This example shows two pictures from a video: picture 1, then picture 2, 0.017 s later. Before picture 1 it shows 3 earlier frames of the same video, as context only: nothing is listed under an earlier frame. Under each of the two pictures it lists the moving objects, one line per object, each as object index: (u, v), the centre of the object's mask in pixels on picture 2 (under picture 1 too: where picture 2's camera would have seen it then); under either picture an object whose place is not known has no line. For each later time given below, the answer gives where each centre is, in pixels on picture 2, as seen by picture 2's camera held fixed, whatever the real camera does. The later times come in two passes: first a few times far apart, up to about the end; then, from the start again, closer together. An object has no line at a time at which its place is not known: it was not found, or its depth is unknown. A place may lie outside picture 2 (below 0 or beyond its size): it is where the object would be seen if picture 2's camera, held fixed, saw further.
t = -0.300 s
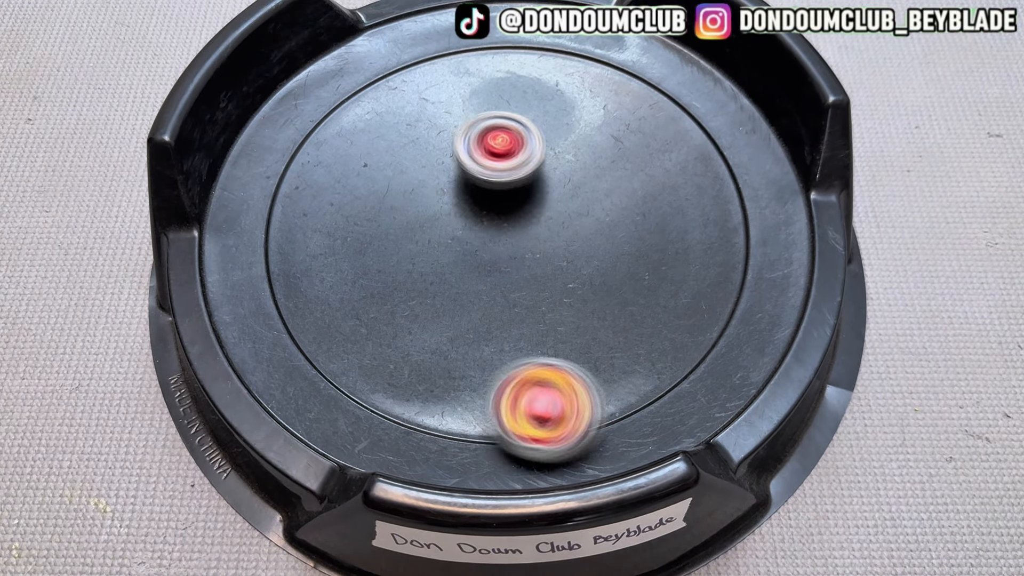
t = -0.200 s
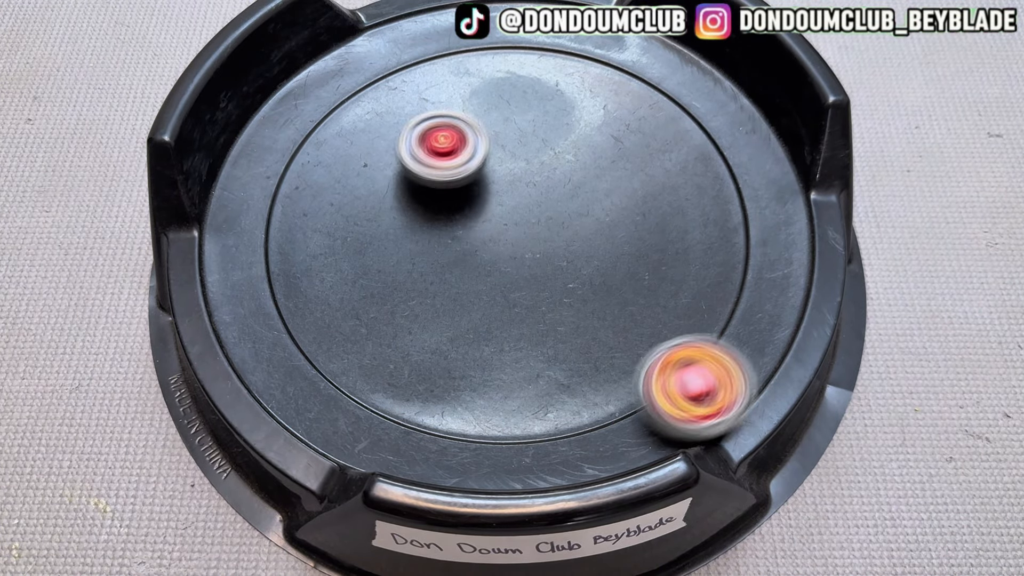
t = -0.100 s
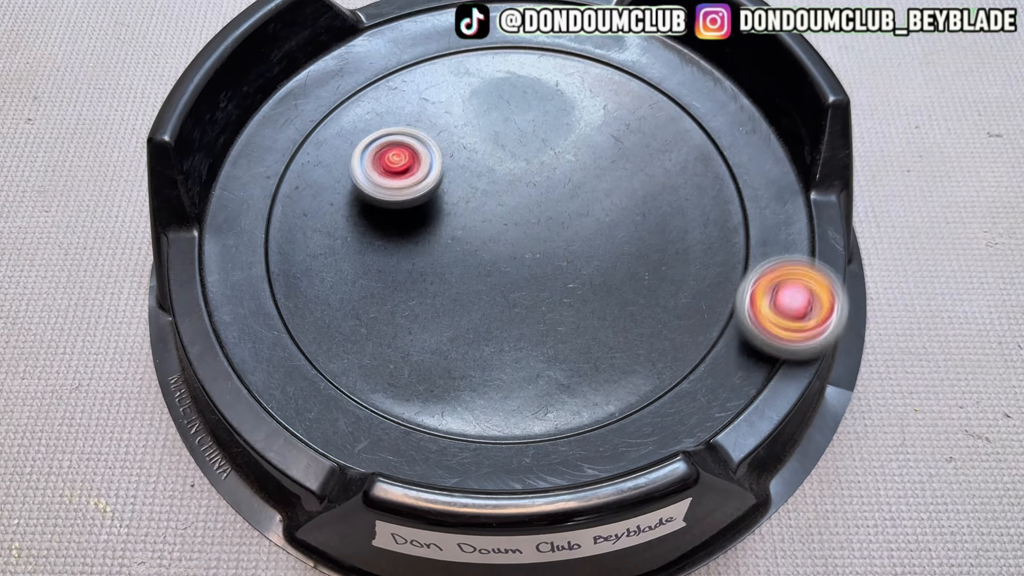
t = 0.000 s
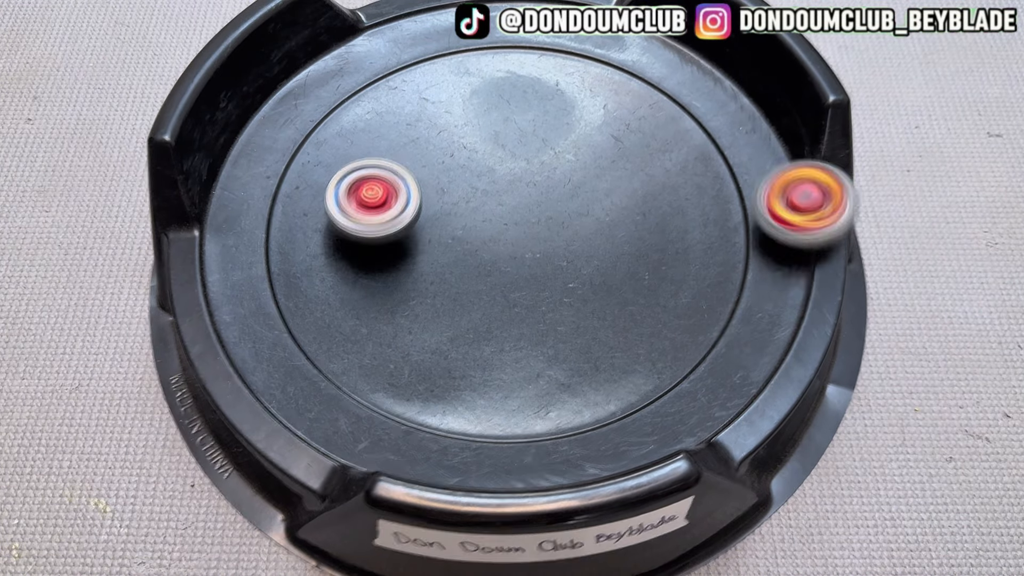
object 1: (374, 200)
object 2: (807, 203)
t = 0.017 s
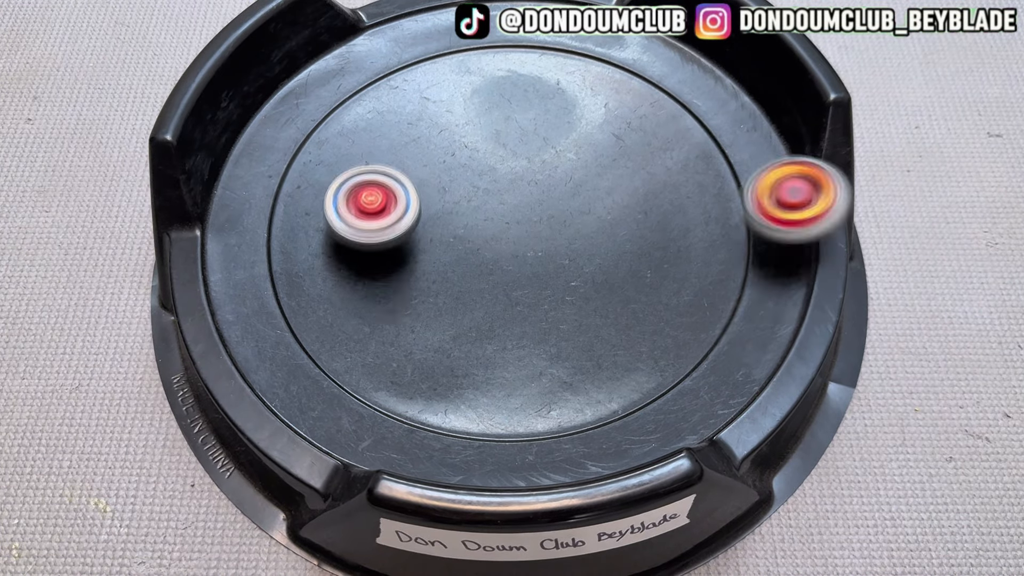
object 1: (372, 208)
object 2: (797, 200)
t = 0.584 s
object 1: (457, 206)
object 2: (504, 365)
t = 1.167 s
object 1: (374, 158)
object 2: (431, 239)
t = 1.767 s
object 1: (434, 108)
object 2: (428, 354)
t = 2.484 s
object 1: (549, 128)
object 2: (359, 234)
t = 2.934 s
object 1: (613, 148)
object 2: (372, 267)
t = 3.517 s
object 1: (620, 245)
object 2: (418, 55)
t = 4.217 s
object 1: (617, 309)
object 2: (635, 152)
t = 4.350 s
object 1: (613, 300)
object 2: (664, 78)
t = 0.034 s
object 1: (371, 214)
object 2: (785, 200)
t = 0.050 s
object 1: (372, 220)
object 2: (771, 203)
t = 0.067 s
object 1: (373, 226)
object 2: (755, 209)
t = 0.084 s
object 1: (375, 233)
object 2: (736, 221)
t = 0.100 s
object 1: (378, 239)
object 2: (717, 236)
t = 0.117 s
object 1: (381, 246)
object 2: (699, 251)
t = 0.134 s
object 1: (385, 252)
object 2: (681, 263)
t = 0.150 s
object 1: (390, 258)
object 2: (664, 263)
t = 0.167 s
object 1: (396, 263)
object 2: (647, 264)
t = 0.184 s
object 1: (402, 269)
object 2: (627, 268)
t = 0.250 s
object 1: (433, 284)
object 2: (551, 285)
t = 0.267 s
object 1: (441, 287)
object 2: (534, 289)
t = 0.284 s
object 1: (445, 287)
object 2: (527, 294)
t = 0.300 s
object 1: (445, 278)
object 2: (521, 299)
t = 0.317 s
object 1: (442, 266)
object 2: (516, 304)
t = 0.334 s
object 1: (439, 259)
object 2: (515, 313)
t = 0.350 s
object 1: (437, 254)
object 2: (514, 318)
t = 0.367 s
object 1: (435, 254)
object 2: (512, 324)
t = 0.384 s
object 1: (433, 255)
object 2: (511, 332)
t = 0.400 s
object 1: (432, 249)
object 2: (511, 335)
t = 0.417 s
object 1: (432, 240)
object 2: (511, 338)
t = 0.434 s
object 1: (433, 234)
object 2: (510, 345)
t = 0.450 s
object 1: (435, 232)
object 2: (511, 351)
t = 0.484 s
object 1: (439, 221)
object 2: (510, 354)
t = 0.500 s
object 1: (442, 216)
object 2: (510, 359)
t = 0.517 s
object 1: (446, 215)
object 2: (509, 362)
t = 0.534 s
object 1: (449, 211)
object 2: (509, 361)
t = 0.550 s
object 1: (451, 207)
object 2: (508, 364)
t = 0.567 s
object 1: (454, 206)
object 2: (506, 365)
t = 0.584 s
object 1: (457, 206)
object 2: (504, 365)
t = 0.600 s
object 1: (459, 201)
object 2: (503, 364)
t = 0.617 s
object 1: (461, 199)
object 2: (501, 364)
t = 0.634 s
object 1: (462, 197)
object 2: (499, 362)
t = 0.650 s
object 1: (463, 193)
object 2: (497, 361)
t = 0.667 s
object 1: (464, 191)
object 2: (495, 359)
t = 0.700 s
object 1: (464, 185)
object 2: (491, 355)
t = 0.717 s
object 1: (463, 183)
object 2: (489, 352)
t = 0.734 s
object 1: (462, 180)
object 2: (487, 348)
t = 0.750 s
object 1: (460, 177)
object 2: (484, 346)
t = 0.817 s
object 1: (448, 165)
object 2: (475, 329)
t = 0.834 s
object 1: (444, 162)
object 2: (473, 325)
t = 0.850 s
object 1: (440, 159)
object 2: (470, 320)
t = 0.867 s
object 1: (435, 157)
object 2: (468, 316)
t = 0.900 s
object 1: (425, 153)
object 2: (463, 307)
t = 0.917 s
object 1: (420, 151)
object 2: (461, 302)
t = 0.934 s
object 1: (415, 149)
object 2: (459, 298)
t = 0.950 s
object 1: (410, 148)
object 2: (456, 294)
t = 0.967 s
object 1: (406, 147)
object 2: (454, 289)
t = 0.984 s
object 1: (401, 147)
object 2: (452, 284)
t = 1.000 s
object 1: (397, 146)
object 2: (450, 280)
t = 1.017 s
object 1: (393, 146)
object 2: (448, 275)
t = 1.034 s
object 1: (390, 147)
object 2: (446, 271)
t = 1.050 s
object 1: (386, 147)
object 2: (444, 266)
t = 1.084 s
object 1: (380, 150)
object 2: (440, 258)
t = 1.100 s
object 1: (378, 151)
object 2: (438, 254)
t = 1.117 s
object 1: (377, 153)
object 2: (437, 250)
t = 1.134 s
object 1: (375, 154)
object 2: (434, 247)
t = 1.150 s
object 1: (374, 156)
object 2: (433, 243)
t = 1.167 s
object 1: (374, 158)
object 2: (431, 239)
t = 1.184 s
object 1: (373, 161)
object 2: (429, 237)
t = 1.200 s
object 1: (373, 163)
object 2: (428, 234)
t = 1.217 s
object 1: (374, 165)
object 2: (426, 231)
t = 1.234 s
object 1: (375, 168)
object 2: (426, 229)
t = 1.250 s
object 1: (376, 170)
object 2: (425, 228)
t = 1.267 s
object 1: (377, 169)
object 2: (424, 229)
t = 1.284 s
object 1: (378, 163)
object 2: (423, 235)
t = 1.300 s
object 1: (379, 158)
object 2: (425, 244)
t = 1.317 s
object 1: (380, 156)
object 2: (427, 257)
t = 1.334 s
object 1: (382, 149)
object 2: (429, 265)
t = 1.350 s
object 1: (384, 147)
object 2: (431, 272)
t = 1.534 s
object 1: (412, 124)
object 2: (446, 347)
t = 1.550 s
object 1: (413, 123)
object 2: (447, 351)
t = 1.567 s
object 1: (414, 121)
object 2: (448, 354)
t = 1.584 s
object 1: (416, 120)
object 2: (448, 356)
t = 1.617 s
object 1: (419, 117)
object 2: (447, 359)
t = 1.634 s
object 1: (420, 116)
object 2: (446, 360)
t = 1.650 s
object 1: (422, 115)
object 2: (445, 360)
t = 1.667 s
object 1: (424, 113)
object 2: (443, 360)
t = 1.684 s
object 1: (425, 112)
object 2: (441, 360)
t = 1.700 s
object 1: (427, 111)
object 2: (439, 359)
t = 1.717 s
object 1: (429, 110)
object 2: (437, 358)
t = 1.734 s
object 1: (431, 110)
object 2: (434, 357)
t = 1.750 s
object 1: (433, 109)
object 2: (431, 356)
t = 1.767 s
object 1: (434, 108)
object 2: (428, 354)
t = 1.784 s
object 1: (437, 108)
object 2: (425, 352)
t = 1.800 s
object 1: (439, 107)
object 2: (422, 350)
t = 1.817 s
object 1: (441, 107)
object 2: (419, 347)
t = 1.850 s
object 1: (445, 106)
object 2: (413, 341)
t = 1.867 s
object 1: (448, 105)
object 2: (410, 338)
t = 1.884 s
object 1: (450, 105)
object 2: (406, 334)
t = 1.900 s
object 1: (452, 105)
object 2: (403, 330)
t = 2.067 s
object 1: (478, 107)
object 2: (375, 291)
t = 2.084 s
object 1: (481, 108)
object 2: (373, 288)
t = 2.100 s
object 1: (483, 108)
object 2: (371, 284)
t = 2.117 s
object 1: (486, 108)
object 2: (369, 281)
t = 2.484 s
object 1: (549, 128)
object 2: (359, 234)
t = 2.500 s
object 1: (553, 128)
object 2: (358, 233)
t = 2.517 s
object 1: (556, 129)
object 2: (356, 232)
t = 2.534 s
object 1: (560, 130)
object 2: (355, 231)
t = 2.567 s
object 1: (567, 131)
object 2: (351, 230)
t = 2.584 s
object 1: (571, 131)
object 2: (349, 229)
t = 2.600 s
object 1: (575, 132)
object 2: (347, 229)
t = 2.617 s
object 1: (578, 132)
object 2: (345, 229)
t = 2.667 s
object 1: (586, 134)
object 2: (337, 230)
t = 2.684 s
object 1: (589, 134)
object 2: (333, 231)
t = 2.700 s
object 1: (591, 135)
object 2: (330, 233)
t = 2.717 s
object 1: (593, 135)
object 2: (326, 235)
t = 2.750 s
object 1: (597, 137)
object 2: (320, 241)
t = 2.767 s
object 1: (599, 138)
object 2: (318, 245)
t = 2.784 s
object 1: (601, 139)
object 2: (318, 249)
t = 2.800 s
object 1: (603, 140)
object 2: (320, 254)
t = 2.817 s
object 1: (605, 139)
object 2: (323, 258)
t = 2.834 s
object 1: (606, 141)
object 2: (327, 261)
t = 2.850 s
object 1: (608, 142)
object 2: (332, 263)
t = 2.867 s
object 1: (609, 143)
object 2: (338, 265)
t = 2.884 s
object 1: (610, 145)
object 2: (345, 266)
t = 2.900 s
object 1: (611, 146)
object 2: (353, 267)
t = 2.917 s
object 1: (612, 147)
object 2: (362, 267)
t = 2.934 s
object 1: (613, 148)
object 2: (372, 267)
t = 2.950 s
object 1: (613, 150)
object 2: (381, 267)
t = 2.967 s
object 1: (614, 152)
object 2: (391, 267)
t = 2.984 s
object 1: (613, 155)
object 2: (402, 265)
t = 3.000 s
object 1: (613, 157)
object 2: (413, 263)
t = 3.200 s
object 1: (610, 190)
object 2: (514, 179)
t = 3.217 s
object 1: (611, 194)
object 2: (517, 170)
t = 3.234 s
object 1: (611, 197)
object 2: (518, 161)
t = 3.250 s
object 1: (611, 201)
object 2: (519, 152)
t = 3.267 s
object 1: (612, 204)
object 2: (519, 143)
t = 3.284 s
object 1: (613, 208)
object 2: (518, 134)
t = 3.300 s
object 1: (614, 211)
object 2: (515, 126)
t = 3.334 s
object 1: (615, 218)
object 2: (508, 110)
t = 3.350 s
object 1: (616, 220)
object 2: (504, 103)
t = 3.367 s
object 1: (617, 224)
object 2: (498, 96)
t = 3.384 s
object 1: (618, 227)
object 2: (492, 90)
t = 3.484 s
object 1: (620, 242)
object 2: (439, 61)
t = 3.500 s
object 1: (620, 243)
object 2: (429, 58)
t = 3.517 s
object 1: (620, 245)
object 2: (418, 55)
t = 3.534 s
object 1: (619, 246)
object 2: (406, 55)
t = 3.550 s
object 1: (619, 248)
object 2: (395, 58)
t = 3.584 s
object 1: (619, 251)
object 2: (374, 65)
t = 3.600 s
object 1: (618, 252)
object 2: (365, 68)
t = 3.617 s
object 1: (618, 253)
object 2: (357, 74)
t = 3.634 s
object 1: (618, 255)
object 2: (350, 80)
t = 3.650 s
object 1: (618, 256)
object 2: (345, 88)
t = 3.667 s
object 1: (617, 258)
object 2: (341, 99)
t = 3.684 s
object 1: (617, 259)
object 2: (338, 110)
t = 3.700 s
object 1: (616, 261)
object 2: (336, 122)
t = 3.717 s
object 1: (615, 262)
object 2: (336, 135)
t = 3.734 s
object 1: (614, 264)
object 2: (337, 150)
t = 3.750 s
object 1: (613, 265)
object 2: (340, 165)
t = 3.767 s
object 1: (611, 267)
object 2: (345, 180)
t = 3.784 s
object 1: (609, 268)
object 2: (353, 193)
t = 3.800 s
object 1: (607, 269)
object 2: (363, 207)
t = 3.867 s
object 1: (597, 274)
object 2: (417, 247)
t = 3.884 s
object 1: (594, 274)
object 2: (433, 255)
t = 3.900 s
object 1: (591, 275)
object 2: (450, 260)
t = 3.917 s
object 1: (588, 276)
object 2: (468, 265)
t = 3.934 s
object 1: (585, 277)
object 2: (485, 268)
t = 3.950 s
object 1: (584, 278)
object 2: (498, 268)
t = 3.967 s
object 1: (589, 280)
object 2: (506, 262)
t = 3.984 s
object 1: (596, 284)
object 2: (515, 256)
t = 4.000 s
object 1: (601, 291)
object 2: (525, 249)
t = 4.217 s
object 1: (617, 309)
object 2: (635, 152)
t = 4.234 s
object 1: (617, 309)
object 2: (641, 143)
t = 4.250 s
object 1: (618, 308)
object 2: (647, 135)
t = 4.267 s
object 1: (618, 307)
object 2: (651, 126)
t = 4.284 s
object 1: (618, 306)
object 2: (655, 116)
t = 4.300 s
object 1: (617, 305)
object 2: (659, 107)
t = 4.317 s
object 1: (616, 304)
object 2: (662, 98)
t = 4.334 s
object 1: (615, 302)
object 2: (664, 88)
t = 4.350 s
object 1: (613, 300)
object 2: (664, 78)
